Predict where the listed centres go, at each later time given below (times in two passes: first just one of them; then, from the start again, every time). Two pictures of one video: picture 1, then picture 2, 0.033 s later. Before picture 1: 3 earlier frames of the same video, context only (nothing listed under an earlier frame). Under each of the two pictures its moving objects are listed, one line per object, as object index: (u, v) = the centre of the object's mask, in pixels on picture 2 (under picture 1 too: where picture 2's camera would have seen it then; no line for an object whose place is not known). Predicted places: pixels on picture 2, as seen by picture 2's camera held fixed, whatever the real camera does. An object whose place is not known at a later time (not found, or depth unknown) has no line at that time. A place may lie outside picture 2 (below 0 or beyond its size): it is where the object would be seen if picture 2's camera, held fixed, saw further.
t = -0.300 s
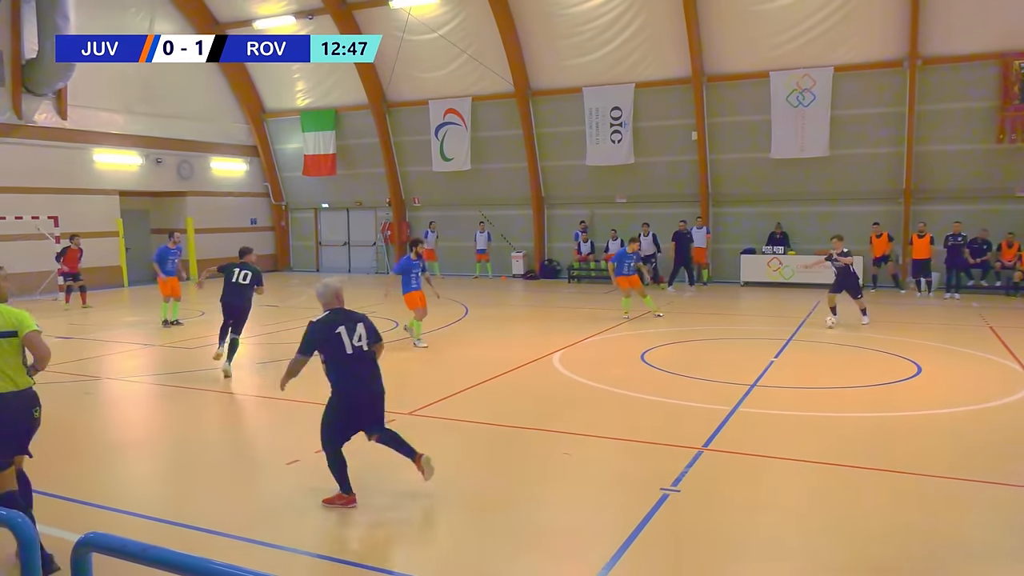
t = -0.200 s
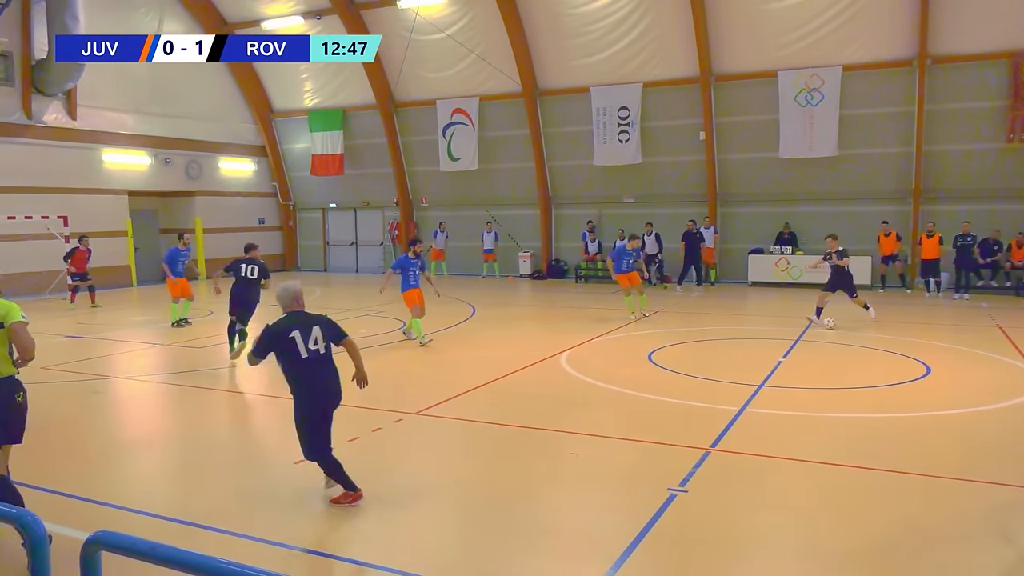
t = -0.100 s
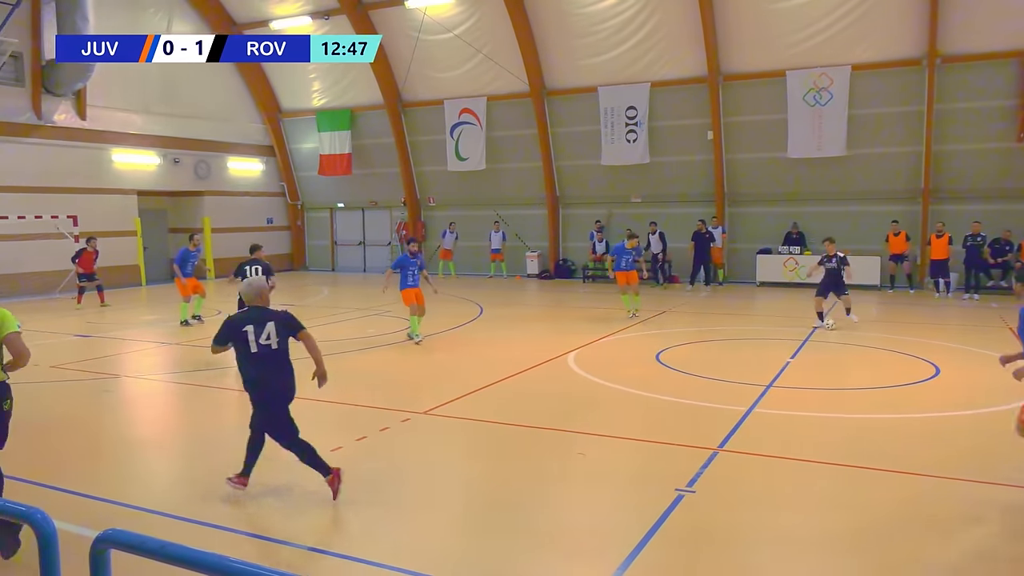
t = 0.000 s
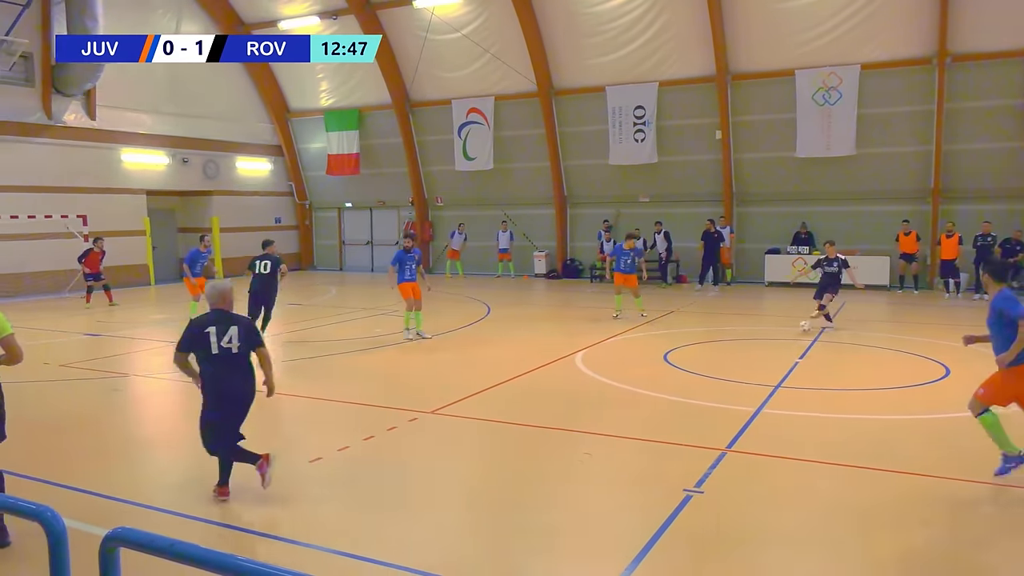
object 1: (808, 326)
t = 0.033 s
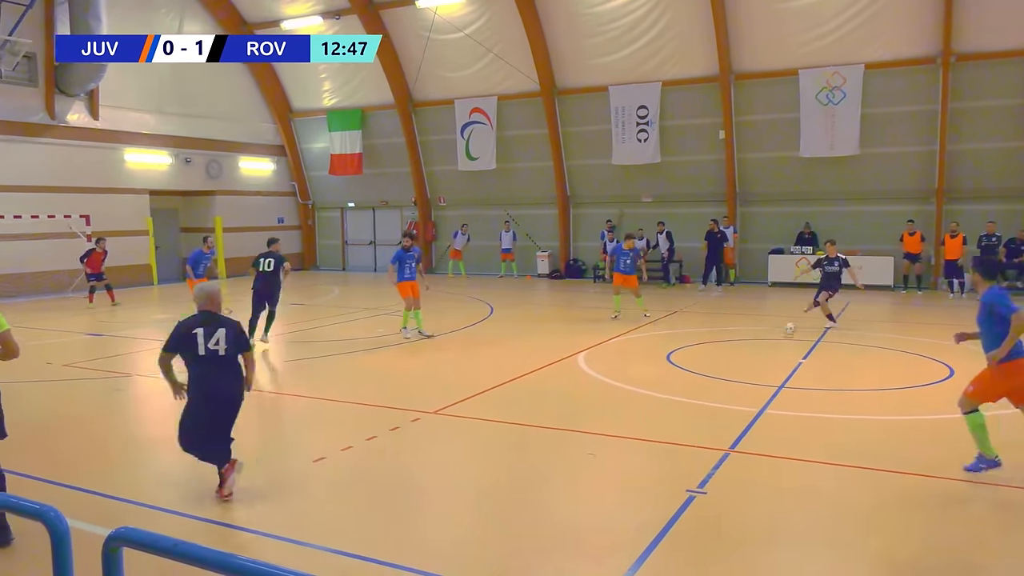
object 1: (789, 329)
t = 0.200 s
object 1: (690, 341)
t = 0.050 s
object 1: (780, 330)
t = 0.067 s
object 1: (769, 330)
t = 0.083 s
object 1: (759, 333)
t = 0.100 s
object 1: (750, 335)
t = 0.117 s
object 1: (739, 337)
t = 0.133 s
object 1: (729, 338)
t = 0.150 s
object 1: (720, 338)
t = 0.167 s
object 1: (709, 339)
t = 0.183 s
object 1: (700, 340)
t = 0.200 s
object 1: (690, 341)
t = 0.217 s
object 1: (678, 343)
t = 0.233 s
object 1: (667, 344)
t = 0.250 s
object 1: (656, 346)
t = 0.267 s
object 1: (646, 348)
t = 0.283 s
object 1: (636, 349)
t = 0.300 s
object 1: (626, 349)
